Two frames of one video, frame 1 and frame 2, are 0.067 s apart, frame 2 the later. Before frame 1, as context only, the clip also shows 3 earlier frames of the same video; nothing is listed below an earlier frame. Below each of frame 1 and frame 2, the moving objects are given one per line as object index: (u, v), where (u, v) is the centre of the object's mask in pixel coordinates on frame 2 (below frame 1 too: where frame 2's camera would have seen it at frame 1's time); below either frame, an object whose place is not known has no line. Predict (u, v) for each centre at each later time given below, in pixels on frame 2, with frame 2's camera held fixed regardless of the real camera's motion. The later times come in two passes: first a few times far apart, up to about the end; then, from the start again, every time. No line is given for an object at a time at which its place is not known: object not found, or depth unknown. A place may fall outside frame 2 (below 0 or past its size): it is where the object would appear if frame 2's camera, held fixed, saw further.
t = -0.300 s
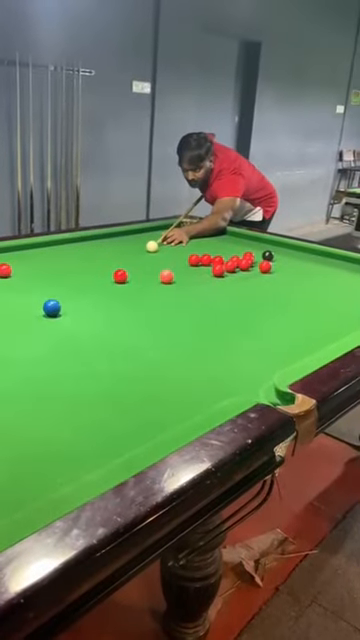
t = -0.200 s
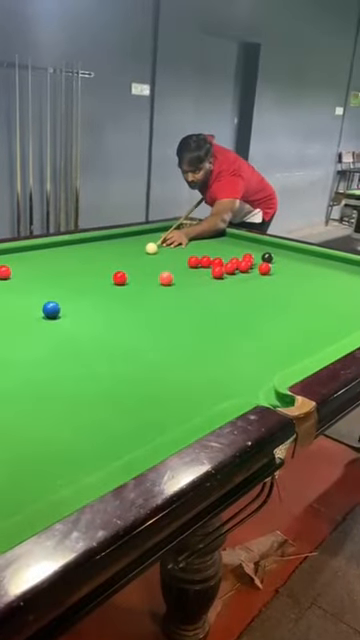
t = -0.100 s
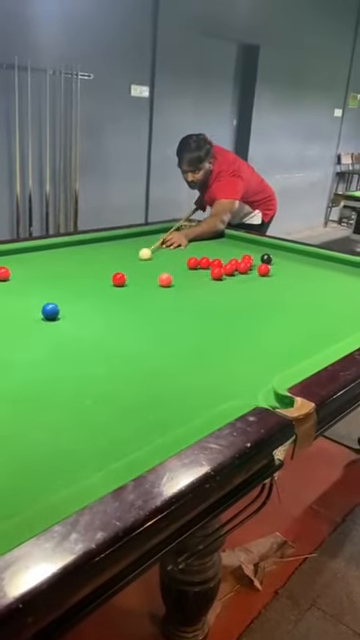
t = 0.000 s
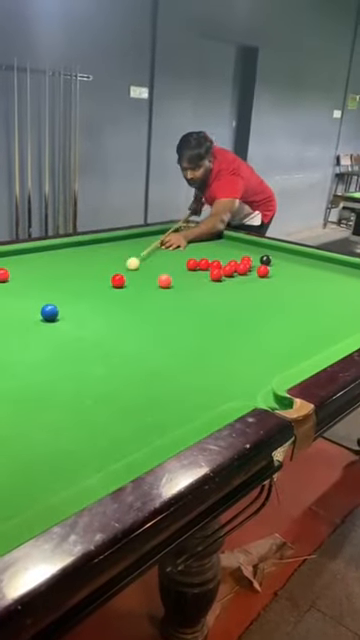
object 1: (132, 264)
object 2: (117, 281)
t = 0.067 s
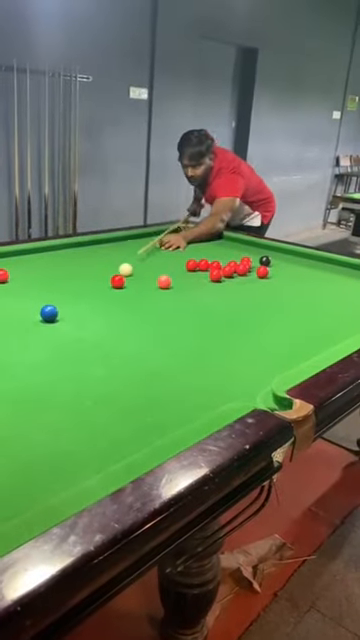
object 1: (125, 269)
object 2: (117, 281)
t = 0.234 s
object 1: (104, 278)
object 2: (121, 286)
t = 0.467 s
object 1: (69, 282)
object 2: (129, 299)
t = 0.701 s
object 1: (32, 286)
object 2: (138, 313)
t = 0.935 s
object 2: (149, 330)
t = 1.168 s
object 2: (160, 347)
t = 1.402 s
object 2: (171, 365)
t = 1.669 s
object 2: (185, 388)
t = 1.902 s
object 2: (198, 406)
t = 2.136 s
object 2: (186, 412)
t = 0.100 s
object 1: (122, 271)
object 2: (117, 281)
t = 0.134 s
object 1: (119, 272)
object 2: (118, 281)
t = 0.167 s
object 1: (113, 274)
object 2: (118, 281)
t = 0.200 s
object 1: (108, 277)
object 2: (119, 284)
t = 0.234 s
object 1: (104, 278)
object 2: (121, 286)
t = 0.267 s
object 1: (100, 279)
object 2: (122, 288)
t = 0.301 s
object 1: (94, 279)
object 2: (123, 290)
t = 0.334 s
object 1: (89, 279)
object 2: (124, 292)
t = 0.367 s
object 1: (84, 280)
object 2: (125, 294)
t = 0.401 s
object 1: (79, 281)
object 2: (127, 296)
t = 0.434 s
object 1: (74, 281)
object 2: (128, 298)
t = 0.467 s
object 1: (69, 282)
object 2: (129, 299)
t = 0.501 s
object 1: (63, 283)
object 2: (130, 301)
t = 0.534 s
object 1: (58, 283)
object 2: (132, 304)
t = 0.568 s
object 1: (53, 284)
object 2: (133, 305)
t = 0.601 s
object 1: (48, 285)
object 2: (134, 307)
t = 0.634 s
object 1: (43, 285)
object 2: (136, 310)
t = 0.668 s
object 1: (37, 286)
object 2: (137, 311)
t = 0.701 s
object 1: (32, 286)
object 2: (138, 313)
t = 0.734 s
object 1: (27, 287)
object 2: (140, 316)
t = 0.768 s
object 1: (22, 288)
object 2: (141, 318)
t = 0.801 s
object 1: (16, 288)
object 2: (142, 320)
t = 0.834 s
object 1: (11, 289)
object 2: (144, 322)
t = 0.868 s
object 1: (6, 290)
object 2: (146, 325)
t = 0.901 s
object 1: (3, 291)
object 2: (147, 327)
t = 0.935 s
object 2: (149, 330)
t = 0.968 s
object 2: (150, 332)
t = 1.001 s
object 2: (152, 335)
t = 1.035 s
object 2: (153, 337)
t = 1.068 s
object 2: (155, 340)
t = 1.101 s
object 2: (156, 342)
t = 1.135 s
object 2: (158, 344)
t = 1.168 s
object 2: (160, 347)
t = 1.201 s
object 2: (161, 349)
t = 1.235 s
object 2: (163, 352)
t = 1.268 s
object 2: (164, 355)
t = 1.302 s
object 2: (166, 357)
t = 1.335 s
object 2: (167, 360)
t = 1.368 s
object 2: (169, 362)
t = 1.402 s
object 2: (171, 365)
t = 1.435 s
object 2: (173, 368)
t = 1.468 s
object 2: (175, 371)
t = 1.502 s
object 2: (176, 373)
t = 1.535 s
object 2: (178, 376)
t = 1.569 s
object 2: (180, 379)
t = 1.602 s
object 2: (182, 382)
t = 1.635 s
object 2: (183, 385)
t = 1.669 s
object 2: (185, 388)
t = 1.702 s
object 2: (186, 389)
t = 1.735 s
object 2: (189, 392)
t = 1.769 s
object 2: (190, 395)
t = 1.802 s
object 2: (192, 398)
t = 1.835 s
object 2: (195, 401)
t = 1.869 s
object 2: (197, 404)
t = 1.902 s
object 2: (198, 406)
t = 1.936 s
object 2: (200, 408)
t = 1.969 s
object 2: (202, 409)
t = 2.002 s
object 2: (199, 410)
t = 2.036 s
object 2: (196, 410)
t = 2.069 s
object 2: (192, 411)
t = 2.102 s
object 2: (189, 411)
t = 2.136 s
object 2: (186, 412)
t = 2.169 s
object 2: (182, 412)
